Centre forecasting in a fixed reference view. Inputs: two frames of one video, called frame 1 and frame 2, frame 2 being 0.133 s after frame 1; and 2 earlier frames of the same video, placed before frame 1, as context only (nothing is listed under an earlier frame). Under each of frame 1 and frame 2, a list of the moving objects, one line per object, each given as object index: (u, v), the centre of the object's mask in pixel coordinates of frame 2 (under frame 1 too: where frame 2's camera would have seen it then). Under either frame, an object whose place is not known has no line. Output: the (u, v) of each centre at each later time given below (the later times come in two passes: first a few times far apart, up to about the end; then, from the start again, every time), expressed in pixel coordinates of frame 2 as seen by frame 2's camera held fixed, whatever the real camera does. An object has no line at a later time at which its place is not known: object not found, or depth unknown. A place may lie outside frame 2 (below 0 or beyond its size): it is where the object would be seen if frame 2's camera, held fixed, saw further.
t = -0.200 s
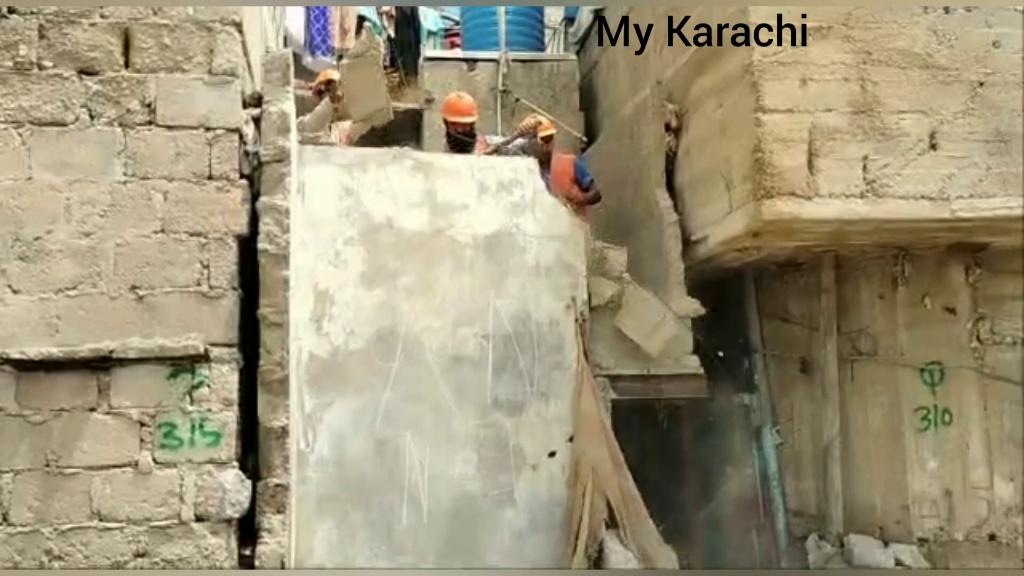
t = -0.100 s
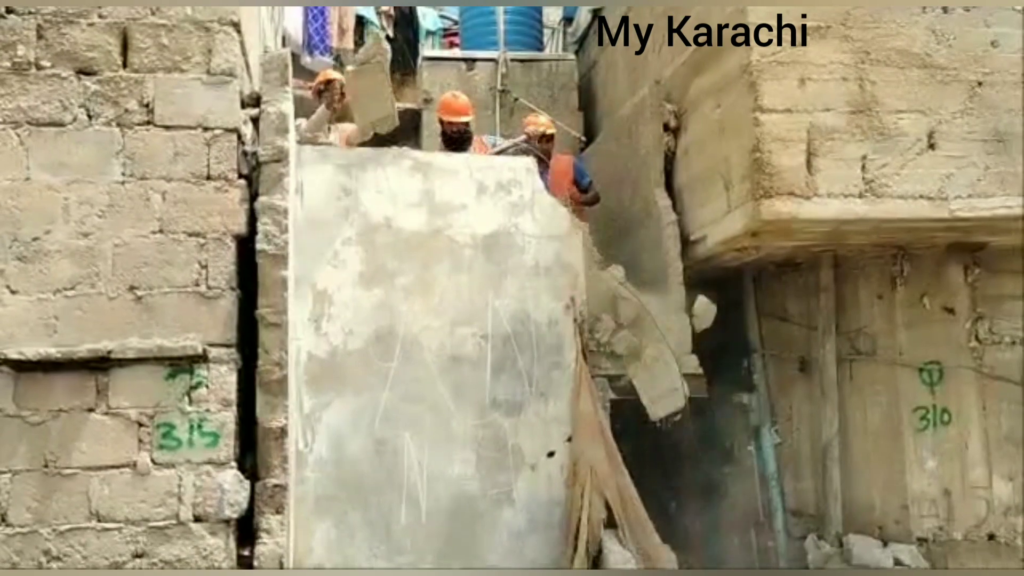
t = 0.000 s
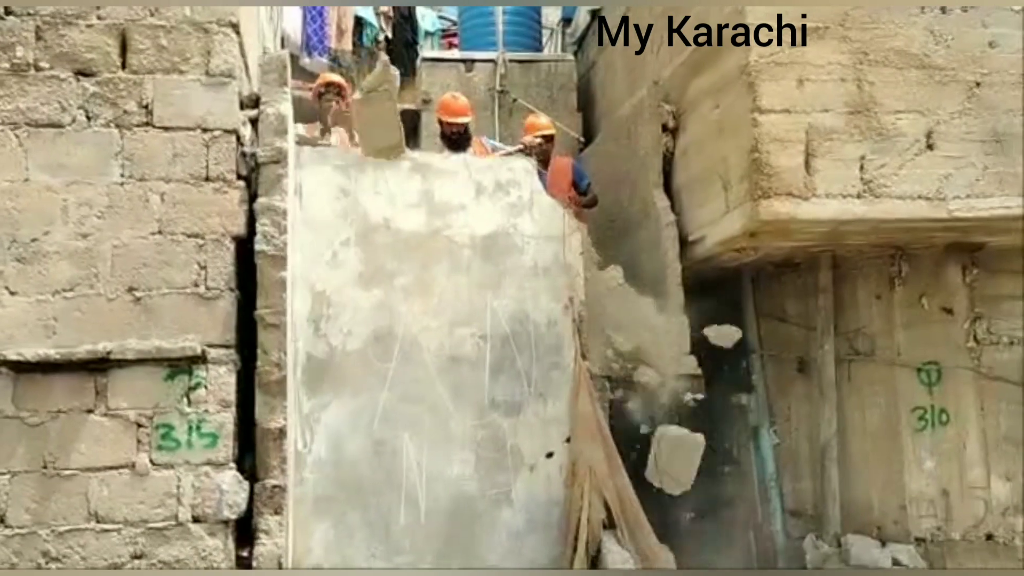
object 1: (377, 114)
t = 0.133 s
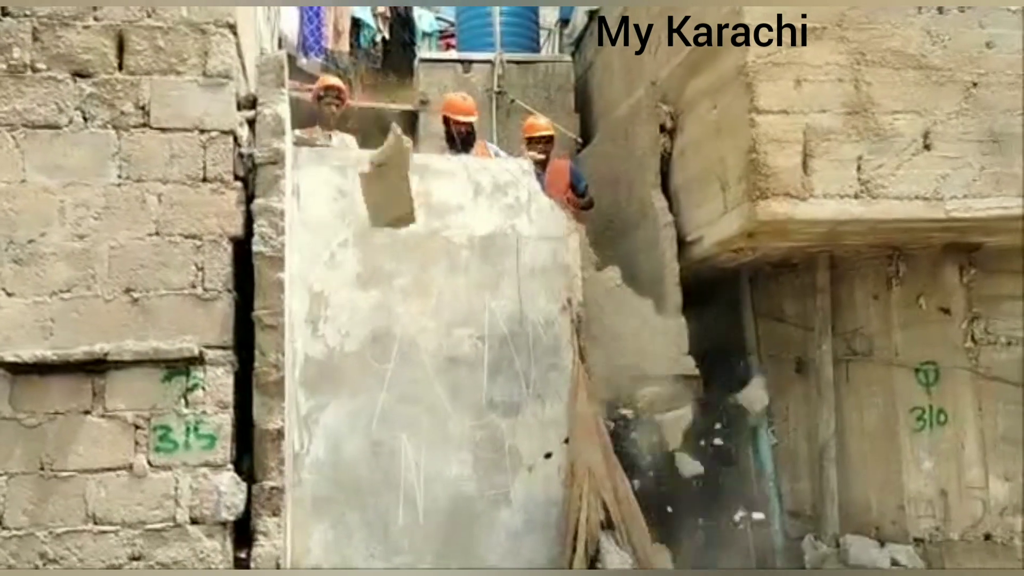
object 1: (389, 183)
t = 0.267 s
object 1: (404, 305)
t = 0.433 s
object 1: (431, 546)
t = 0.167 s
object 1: (393, 209)
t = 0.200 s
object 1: (396, 236)
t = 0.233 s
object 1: (400, 269)
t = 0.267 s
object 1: (404, 305)
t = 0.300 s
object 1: (409, 345)
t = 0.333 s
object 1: (413, 388)
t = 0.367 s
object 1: (418, 437)
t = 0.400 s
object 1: (424, 492)
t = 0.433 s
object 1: (431, 546)
